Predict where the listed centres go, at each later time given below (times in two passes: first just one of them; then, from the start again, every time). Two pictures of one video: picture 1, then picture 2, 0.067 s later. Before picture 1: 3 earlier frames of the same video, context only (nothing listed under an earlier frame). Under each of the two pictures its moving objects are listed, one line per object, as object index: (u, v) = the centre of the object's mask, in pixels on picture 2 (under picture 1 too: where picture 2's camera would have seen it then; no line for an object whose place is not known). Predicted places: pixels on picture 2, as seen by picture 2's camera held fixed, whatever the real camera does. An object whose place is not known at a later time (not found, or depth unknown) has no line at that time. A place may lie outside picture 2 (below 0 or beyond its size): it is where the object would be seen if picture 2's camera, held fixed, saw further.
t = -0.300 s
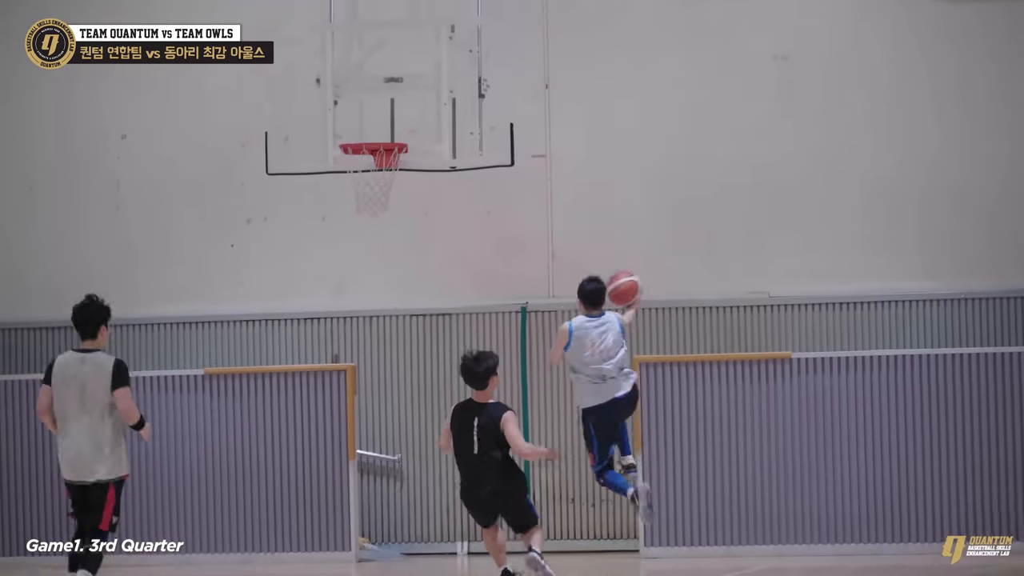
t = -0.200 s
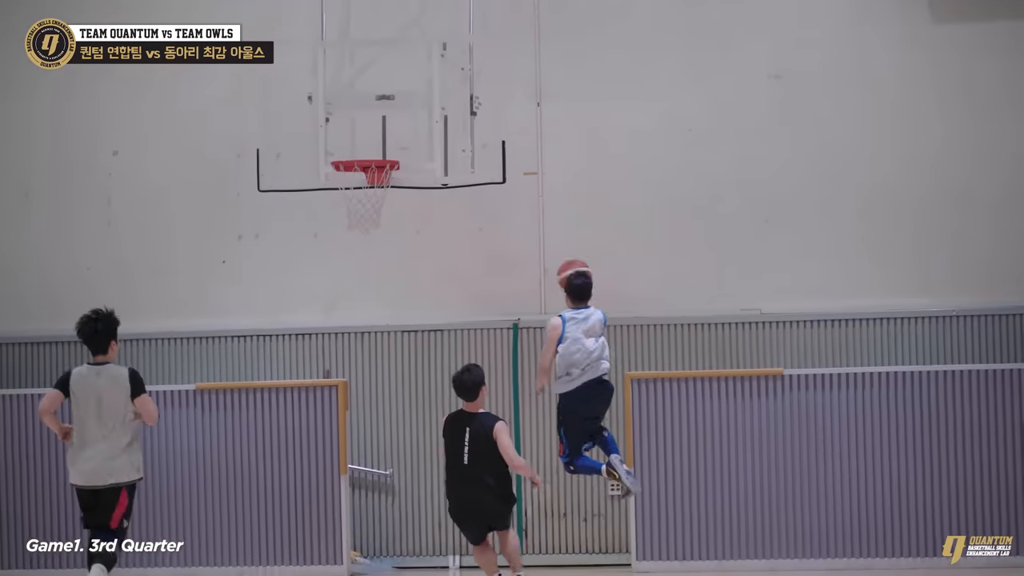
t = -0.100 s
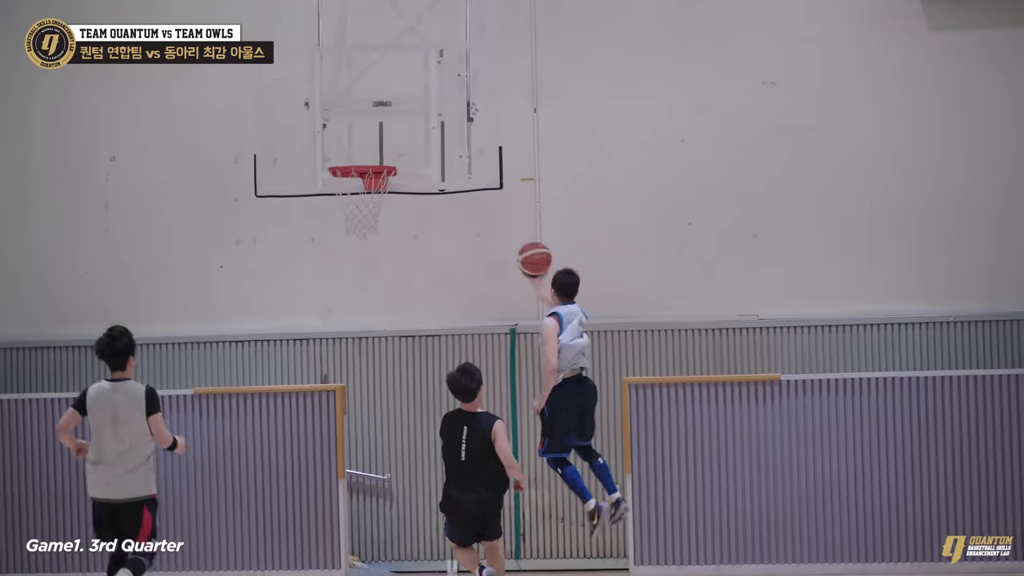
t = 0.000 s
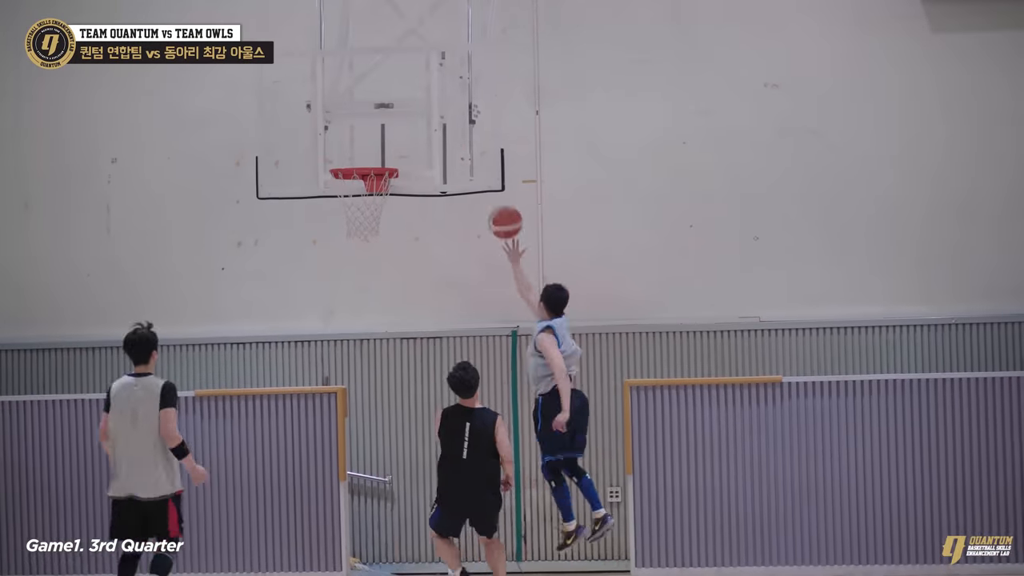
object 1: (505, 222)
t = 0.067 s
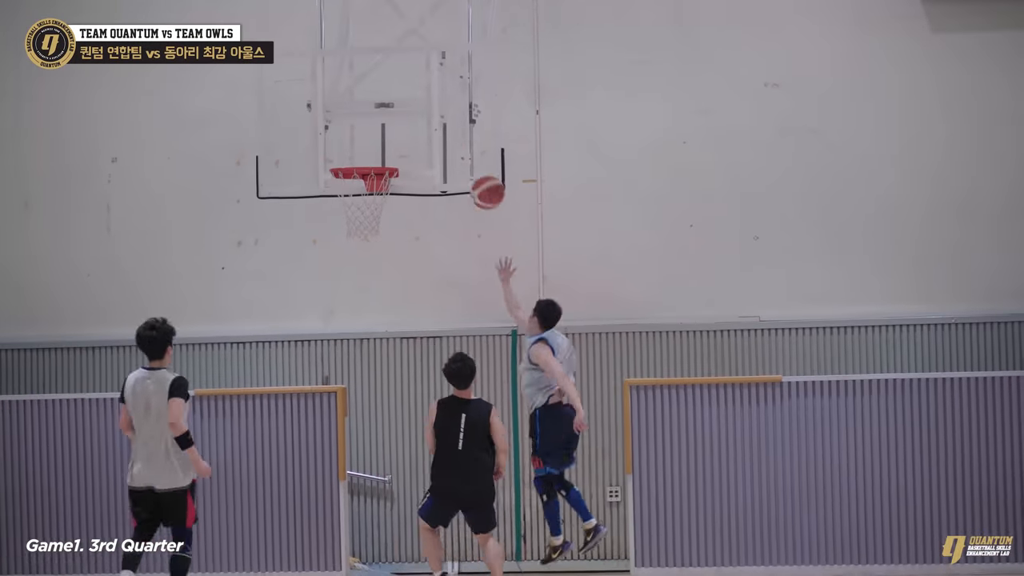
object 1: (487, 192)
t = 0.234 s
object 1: (443, 146)
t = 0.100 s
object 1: (478, 180)
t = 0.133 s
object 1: (470, 169)
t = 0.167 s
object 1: (461, 160)
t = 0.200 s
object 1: (452, 152)
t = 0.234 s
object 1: (443, 146)
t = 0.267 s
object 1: (434, 141)
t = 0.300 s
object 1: (426, 137)
